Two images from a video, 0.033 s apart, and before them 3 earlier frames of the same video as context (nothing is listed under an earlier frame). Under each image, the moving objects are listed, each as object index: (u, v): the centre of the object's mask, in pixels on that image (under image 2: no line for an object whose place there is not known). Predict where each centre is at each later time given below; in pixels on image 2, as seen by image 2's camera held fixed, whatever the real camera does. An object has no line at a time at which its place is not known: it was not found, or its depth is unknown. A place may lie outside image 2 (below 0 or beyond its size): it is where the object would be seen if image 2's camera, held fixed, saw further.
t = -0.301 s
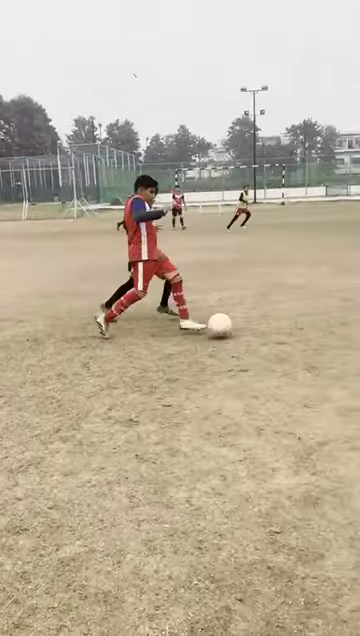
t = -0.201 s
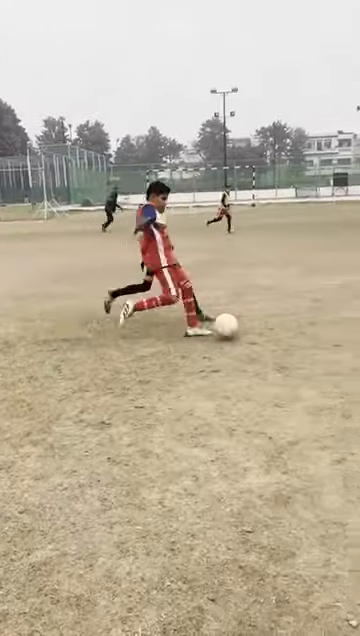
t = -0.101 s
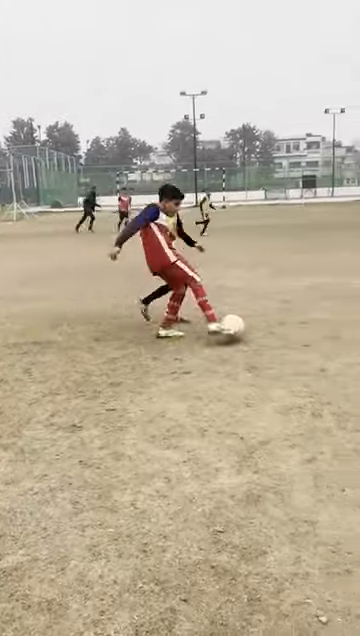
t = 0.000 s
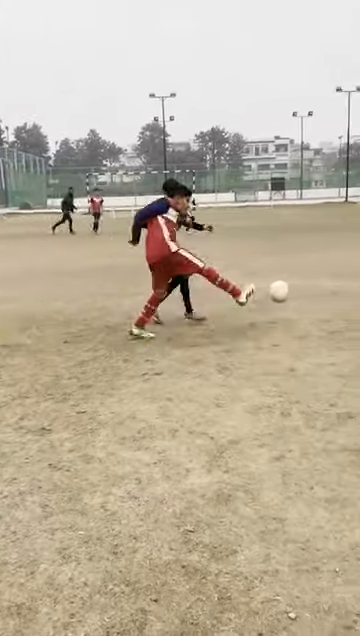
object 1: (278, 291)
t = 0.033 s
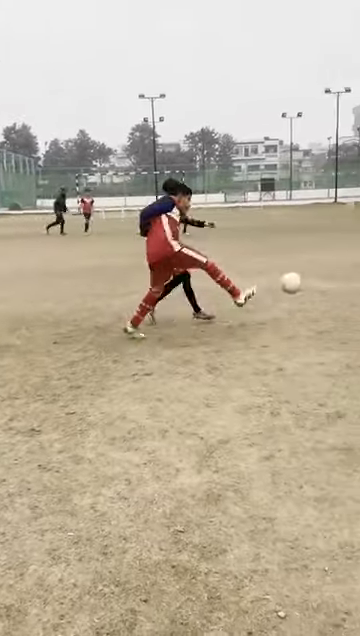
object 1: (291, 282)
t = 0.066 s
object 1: (310, 275)
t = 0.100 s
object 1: (329, 269)
